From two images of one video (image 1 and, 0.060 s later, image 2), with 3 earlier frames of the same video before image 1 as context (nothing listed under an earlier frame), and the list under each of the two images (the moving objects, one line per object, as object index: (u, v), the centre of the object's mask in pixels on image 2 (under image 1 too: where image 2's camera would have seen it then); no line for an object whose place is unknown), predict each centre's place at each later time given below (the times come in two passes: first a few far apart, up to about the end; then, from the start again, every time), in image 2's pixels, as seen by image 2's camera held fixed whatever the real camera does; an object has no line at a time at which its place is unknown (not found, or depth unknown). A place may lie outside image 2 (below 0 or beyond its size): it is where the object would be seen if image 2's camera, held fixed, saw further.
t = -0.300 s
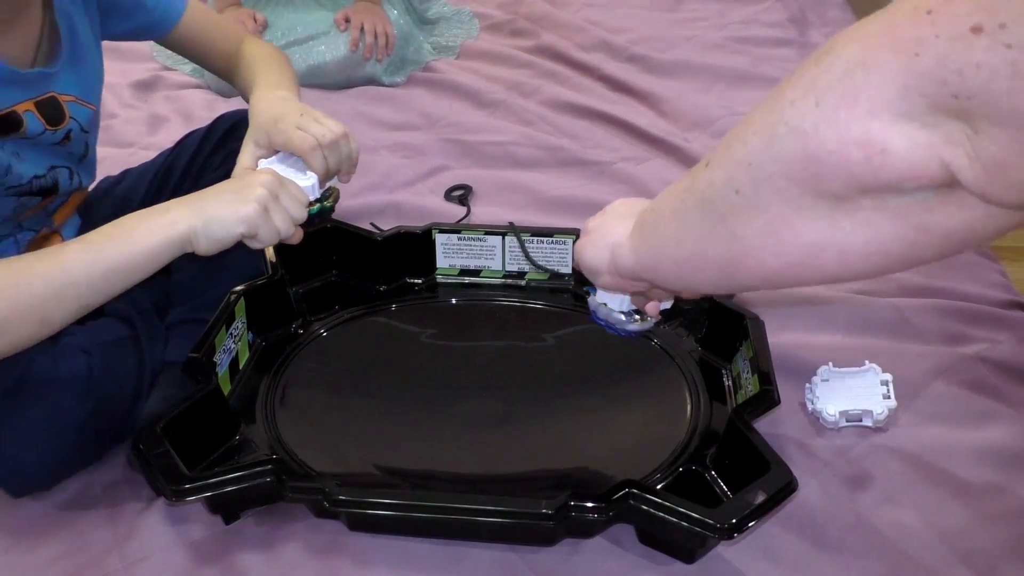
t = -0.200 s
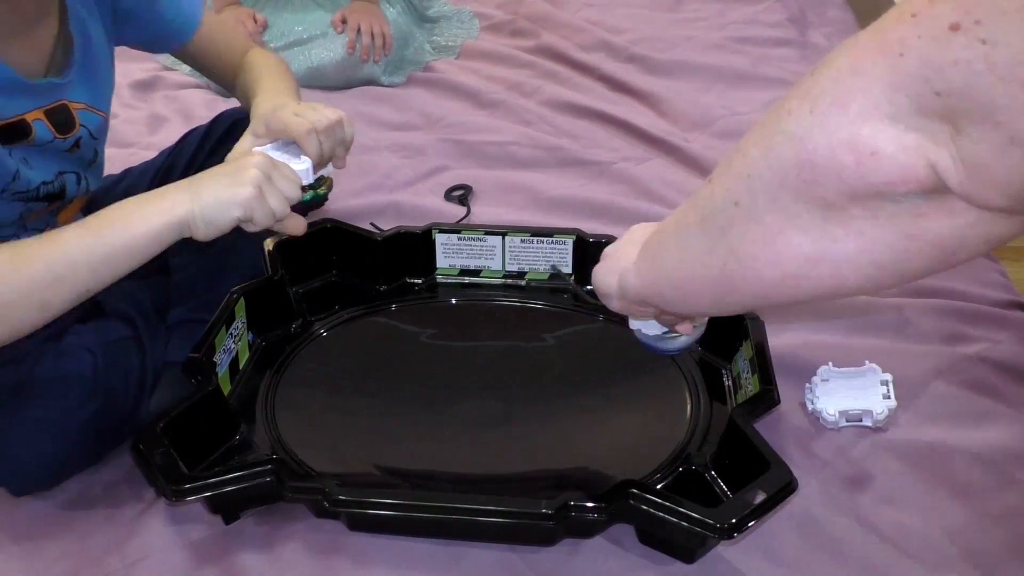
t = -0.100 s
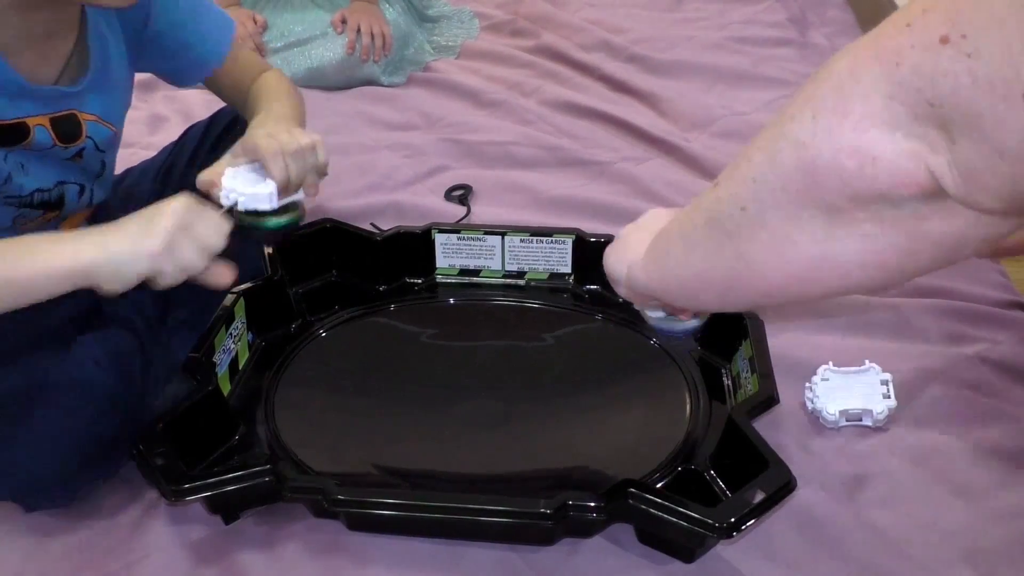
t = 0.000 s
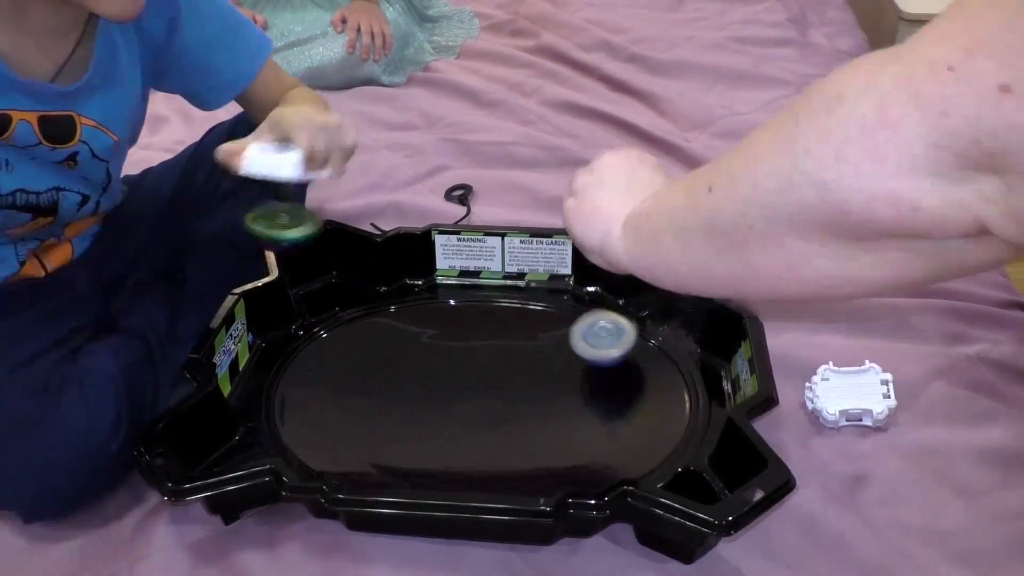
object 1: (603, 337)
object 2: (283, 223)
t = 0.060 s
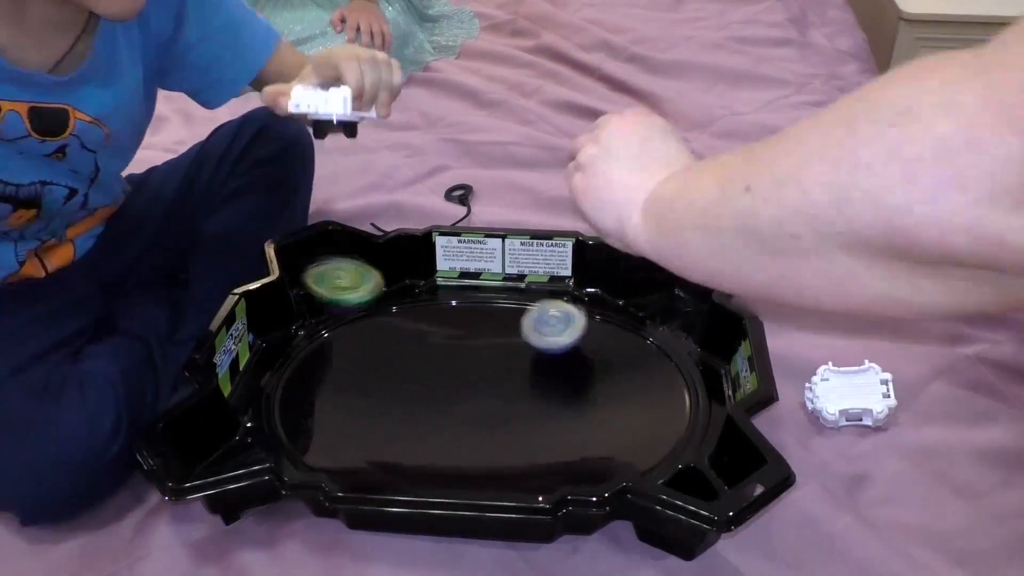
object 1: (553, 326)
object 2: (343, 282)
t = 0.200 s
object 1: (431, 326)
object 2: (480, 434)
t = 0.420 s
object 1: (290, 375)
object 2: (571, 389)
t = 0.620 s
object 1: (334, 443)
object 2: (521, 333)
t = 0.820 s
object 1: (514, 459)
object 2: (416, 350)
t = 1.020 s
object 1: (649, 374)
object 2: (436, 420)
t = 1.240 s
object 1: (580, 296)
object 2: (571, 400)
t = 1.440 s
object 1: (410, 323)
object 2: (545, 338)
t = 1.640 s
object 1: (297, 401)
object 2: (443, 357)
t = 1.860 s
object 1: (390, 466)
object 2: (457, 417)
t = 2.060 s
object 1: (556, 457)
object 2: (548, 387)
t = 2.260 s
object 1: (628, 379)
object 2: (515, 340)
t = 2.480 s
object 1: (526, 310)
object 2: (429, 361)
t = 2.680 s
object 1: (382, 321)
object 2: (461, 397)
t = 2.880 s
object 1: (288, 389)
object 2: (518, 389)
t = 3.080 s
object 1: (374, 459)
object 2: (503, 367)
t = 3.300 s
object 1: (561, 421)
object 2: (477, 381)
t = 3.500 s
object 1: (592, 327)
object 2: (494, 391)
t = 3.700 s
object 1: (512, 293)
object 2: (508, 399)
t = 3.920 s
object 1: (391, 328)
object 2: (506, 383)
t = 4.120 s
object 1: (374, 404)
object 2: (490, 377)
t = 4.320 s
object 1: (489, 441)
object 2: (483, 371)
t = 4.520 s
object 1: (602, 392)
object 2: (450, 376)
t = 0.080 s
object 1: (537, 323)
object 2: (364, 311)
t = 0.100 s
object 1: (520, 323)
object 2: (388, 346)
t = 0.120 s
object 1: (501, 323)
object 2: (411, 385)
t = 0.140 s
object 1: (484, 322)
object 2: (433, 427)
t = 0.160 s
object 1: (467, 323)
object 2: (452, 444)
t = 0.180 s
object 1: (449, 326)
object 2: (465, 436)
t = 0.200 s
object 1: (431, 326)
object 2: (480, 434)
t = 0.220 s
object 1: (414, 330)
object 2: (495, 433)
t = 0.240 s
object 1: (398, 333)
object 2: (509, 437)
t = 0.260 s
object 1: (381, 336)
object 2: (523, 441)
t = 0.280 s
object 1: (366, 340)
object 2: (533, 437)
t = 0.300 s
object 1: (353, 343)
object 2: (542, 432)
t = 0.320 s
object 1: (338, 349)
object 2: (548, 425)
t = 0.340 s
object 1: (327, 352)
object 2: (555, 420)
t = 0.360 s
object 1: (316, 359)
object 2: (561, 412)
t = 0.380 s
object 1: (305, 364)
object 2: (566, 405)
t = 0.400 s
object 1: (298, 369)
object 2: (570, 397)
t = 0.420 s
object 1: (290, 375)
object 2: (571, 389)
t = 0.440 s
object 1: (283, 381)
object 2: (572, 382)
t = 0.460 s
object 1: (281, 387)
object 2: (570, 374)
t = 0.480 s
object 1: (279, 394)
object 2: (568, 367)
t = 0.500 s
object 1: (280, 401)
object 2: (563, 361)
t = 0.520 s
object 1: (284, 408)
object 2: (559, 356)
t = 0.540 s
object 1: (291, 417)
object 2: (553, 350)
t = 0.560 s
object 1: (300, 424)
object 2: (547, 346)
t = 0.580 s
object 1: (307, 431)
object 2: (540, 340)
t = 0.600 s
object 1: (321, 437)
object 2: (532, 337)
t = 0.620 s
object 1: (334, 443)
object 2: (521, 333)
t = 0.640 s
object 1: (348, 449)
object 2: (511, 331)
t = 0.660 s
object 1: (362, 455)
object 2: (500, 328)
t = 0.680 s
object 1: (382, 457)
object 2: (488, 328)
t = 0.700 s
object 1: (399, 460)
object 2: (477, 328)
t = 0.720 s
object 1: (418, 463)
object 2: (465, 330)
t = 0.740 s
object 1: (435, 463)
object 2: (454, 331)
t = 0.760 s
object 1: (456, 464)
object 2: (442, 335)
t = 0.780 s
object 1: (476, 463)
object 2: (432, 339)
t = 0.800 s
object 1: (496, 462)
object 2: (423, 344)
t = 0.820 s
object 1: (514, 459)
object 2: (416, 350)
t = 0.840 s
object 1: (535, 455)
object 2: (409, 357)
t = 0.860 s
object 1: (554, 450)
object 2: (405, 364)
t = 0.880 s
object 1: (573, 443)
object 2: (401, 372)
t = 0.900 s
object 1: (589, 436)
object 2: (401, 379)
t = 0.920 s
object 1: (604, 427)
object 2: (401, 388)
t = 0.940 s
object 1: (618, 417)
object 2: (404, 395)
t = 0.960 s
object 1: (629, 406)
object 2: (409, 402)
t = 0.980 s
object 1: (639, 396)
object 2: (416, 409)
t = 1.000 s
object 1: (644, 385)
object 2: (425, 415)
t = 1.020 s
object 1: (649, 374)
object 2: (436, 420)
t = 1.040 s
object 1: (652, 363)
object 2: (447, 424)
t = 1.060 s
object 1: (653, 352)
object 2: (461, 426)
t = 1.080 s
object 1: (653, 343)
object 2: (474, 429)
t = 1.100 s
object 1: (649, 333)
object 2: (489, 429)
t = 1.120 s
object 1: (645, 323)
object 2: (504, 428)
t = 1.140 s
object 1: (639, 315)
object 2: (517, 426)
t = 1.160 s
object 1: (631, 308)
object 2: (531, 422)
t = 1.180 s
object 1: (621, 304)
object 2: (542, 418)
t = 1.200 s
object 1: (607, 301)
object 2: (554, 413)
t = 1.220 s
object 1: (594, 297)
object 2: (563, 408)
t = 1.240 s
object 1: (580, 296)
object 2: (571, 400)
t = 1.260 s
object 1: (565, 296)
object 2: (577, 393)
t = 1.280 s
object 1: (548, 298)
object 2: (580, 386)
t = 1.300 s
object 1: (531, 299)
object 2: (582, 378)
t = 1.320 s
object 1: (514, 300)
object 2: (581, 371)
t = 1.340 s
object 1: (497, 302)
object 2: (580, 363)
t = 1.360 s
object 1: (479, 305)
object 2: (576, 357)
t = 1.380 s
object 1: (462, 309)
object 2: (570, 351)
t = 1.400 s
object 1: (445, 313)
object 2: (563, 347)
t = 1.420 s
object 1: (426, 318)
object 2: (554, 342)
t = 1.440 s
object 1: (410, 323)
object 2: (545, 338)
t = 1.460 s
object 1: (394, 329)
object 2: (535, 337)
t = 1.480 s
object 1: (379, 336)
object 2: (523, 336)
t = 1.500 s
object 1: (365, 343)
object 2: (513, 335)
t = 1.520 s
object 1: (350, 350)
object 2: (501, 336)
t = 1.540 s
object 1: (338, 357)
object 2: (490, 337)
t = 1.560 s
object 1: (328, 366)
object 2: (479, 341)
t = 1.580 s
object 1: (318, 374)
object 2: (468, 343)
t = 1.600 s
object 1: (310, 383)
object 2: (459, 348)
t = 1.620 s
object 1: (302, 392)
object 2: (449, 352)
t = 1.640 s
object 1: (297, 401)
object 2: (443, 357)
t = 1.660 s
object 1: (295, 410)
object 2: (437, 363)
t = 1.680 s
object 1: (294, 419)
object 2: (431, 369)
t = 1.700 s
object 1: (295, 426)
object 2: (428, 376)
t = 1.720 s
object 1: (300, 433)
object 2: (425, 382)
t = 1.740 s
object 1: (306, 441)
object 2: (425, 388)
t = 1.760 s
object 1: (317, 446)
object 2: (427, 395)
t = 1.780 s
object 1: (330, 451)
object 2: (429, 400)
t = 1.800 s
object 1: (343, 457)
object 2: (435, 405)
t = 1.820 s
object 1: (357, 460)
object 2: (441, 409)
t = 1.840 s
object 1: (374, 464)
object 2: (448, 412)
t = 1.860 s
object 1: (390, 466)
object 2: (457, 417)
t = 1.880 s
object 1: (407, 466)
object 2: (464, 419)
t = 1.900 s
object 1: (426, 466)
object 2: (473, 419)
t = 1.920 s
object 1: (446, 467)
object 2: (484, 420)
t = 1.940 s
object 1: (465, 467)
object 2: (493, 420)
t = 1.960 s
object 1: (483, 463)
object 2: (503, 417)
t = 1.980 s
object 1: (500, 463)
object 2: (514, 414)
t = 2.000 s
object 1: (515, 462)
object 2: (524, 406)
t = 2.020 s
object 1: (530, 462)
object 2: (535, 399)
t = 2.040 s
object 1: (543, 460)
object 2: (543, 393)
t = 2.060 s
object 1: (556, 457)
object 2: (548, 387)
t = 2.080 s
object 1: (570, 452)
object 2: (551, 381)
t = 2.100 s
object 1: (583, 446)
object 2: (555, 375)
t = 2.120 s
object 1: (596, 440)
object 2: (556, 370)
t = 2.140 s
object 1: (607, 434)
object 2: (553, 364)
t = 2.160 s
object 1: (615, 425)
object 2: (550, 358)
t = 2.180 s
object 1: (621, 417)
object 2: (545, 353)
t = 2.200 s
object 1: (625, 407)
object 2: (539, 349)
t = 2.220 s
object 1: (628, 398)
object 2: (531, 344)
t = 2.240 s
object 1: (629, 388)
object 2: (524, 341)
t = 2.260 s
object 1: (628, 379)
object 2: (515, 340)
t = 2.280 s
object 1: (625, 370)
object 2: (505, 338)
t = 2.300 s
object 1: (620, 362)
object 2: (495, 336)
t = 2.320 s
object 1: (614, 354)
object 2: (486, 336)
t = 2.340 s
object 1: (606, 346)
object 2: (477, 337)
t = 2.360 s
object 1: (597, 339)
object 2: (468, 339)
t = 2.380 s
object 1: (586, 332)
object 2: (459, 342)
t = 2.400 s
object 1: (575, 326)
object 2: (451, 345)
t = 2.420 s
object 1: (564, 321)
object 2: (443, 347)
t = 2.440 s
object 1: (552, 317)
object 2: (438, 351)
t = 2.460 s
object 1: (540, 313)
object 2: (434, 356)
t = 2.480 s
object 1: (526, 310)
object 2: (429, 361)
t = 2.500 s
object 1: (513, 309)
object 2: (426, 364)
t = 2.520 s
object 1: (499, 308)
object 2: (427, 369)
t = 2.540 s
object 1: (485, 308)
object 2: (428, 375)
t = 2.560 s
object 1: (470, 308)
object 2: (428, 380)
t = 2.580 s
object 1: (455, 309)
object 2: (431, 384)
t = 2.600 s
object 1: (440, 310)
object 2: (436, 388)
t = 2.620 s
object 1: (426, 312)
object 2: (441, 391)
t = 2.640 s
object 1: (411, 315)
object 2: (447, 394)
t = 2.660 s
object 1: (397, 318)
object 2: (455, 396)
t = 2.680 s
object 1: (382, 321)
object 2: (461, 397)
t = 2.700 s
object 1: (369, 326)
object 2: (467, 397)
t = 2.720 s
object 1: (356, 331)
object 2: (472, 396)
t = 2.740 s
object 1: (344, 336)
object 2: (479, 396)
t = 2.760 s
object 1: (332, 343)
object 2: (486, 396)
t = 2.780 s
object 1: (321, 349)
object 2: (492, 396)
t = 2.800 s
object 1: (311, 357)
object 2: (496, 396)
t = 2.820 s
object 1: (303, 364)
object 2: (500, 394)
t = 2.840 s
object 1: (296, 372)
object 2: (506, 392)
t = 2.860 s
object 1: (291, 380)
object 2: (513, 391)
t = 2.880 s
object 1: (288, 389)
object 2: (518, 389)
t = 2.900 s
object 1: (287, 398)
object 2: (520, 388)
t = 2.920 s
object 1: (288, 406)
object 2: (522, 385)
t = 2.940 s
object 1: (292, 415)
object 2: (523, 381)
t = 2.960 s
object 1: (297, 423)
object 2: (523, 378)
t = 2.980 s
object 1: (305, 431)
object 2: (521, 376)
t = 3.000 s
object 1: (316, 439)
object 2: (519, 374)
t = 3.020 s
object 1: (328, 445)
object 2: (515, 372)
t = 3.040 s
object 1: (342, 451)
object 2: (511, 370)
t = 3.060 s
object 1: (357, 456)
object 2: (507, 369)
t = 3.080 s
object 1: (374, 459)
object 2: (503, 367)
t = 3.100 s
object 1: (392, 461)
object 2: (500, 366)
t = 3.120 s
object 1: (411, 462)
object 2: (497, 366)
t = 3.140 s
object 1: (430, 462)
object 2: (493, 366)
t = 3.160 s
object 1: (449, 462)
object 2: (489, 369)
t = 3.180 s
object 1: (468, 460)
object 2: (484, 370)
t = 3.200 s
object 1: (487, 456)
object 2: (481, 371)
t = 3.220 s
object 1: (504, 451)
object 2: (480, 372)
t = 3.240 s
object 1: (520, 445)
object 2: (479, 375)
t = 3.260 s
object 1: (536, 438)
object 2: (479, 378)
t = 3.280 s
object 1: (549, 430)
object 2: (478, 380)
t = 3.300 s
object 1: (561, 421)
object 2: (477, 381)
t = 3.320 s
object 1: (572, 412)
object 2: (477, 381)
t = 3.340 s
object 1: (580, 402)
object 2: (479, 382)
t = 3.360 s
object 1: (587, 392)
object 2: (482, 384)
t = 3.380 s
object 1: (592, 382)
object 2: (484, 386)
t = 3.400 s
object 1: (596, 372)
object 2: (484, 389)
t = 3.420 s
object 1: (598, 362)
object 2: (484, 390)
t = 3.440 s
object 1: (598, 352)
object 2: (485, 390)
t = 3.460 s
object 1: (597, 344)
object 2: (488, 389)
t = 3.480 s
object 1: (595, 335)
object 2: (492, 389)
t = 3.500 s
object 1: (592, 327)
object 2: (494, 391)
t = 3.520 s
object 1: (588, 320)
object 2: (496, 392)
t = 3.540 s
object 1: (582, 313)
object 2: (496, 394)
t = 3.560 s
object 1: (576, 308)
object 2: (496, 394)
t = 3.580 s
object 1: (569, 302)
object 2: (498, 393)
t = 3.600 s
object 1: (561, 299)
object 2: (501, 393)
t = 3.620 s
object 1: (553, 294)
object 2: (504, 395)
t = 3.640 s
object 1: (544, 291)
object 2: (506, 396)
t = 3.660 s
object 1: (533, 290)
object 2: (507, 399)
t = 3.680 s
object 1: (523, 291)
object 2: (508, 399)
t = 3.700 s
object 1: (512, 293)
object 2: (508, 399)
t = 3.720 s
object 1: (501, 294)
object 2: (509, 397)
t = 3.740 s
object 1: (489, 295)
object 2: (511, 395)
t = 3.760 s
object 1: (478, 297)
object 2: (514, 394)
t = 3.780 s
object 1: (466, 300)
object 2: (516, 393)
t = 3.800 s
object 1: (454, 302)
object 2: (517, 392)
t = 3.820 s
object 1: (442, 305)
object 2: (516, 392)
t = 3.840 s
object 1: (431, 308)
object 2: (515, 390)
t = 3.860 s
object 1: (420, 312)
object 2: (512, 388)
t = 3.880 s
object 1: (410, 317)
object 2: (510, 386)
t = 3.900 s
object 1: (400, 322)
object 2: (508, 385)
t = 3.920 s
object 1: (391, 328)
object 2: (506, 383)
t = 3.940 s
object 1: (384, 334)
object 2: (504, 382)
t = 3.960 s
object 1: (377, 341)
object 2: (502, 380)
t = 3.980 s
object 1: (372, 347)
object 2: (500, 378)
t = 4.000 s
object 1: (368, 355)
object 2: (500, 378)
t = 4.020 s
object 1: (365, 363)
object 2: (499, 378)
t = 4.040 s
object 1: (364, 371)
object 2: (497, 378)
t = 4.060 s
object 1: (364, 380)
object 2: (496, 379)
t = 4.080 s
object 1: (366, 388)
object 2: (494, 379)
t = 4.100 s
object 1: (369, 396)
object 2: (492, 378)
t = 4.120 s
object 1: (374, 404)
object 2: (490, 377)
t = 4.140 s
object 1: (380, 412)
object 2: (490, 376)
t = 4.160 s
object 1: (388, 418)
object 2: (490, 377)
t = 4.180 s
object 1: (398, 425)
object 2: (490, 377)
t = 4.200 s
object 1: (408, 430)
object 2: (488, 377)
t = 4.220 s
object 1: (420, 435)
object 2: (485, 377)
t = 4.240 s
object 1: (434, 438)
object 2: (483, 375)
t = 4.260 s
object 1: (447, 440)
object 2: (483, 373)
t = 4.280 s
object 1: (461, 441)
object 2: (483, 371)
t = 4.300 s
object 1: (475, 441)
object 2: (484, 370)
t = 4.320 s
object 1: (489, 441)
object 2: (483, 371)
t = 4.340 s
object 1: (503, 441)
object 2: (480, 372)
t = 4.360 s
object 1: (518, 440)
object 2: (476, 373)
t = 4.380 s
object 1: (533, 436)
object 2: (470, 373)
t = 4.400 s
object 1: (547, 432)
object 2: (464, 374)
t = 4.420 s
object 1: (559, 427)
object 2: (459, 374)
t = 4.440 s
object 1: (569, 421)
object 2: (455, 375)
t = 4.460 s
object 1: (579, 415)
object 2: (451, 375)
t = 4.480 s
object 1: (588, 408)
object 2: (449, 375)
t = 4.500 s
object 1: (596, 401)
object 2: (449, 376)
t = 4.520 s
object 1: (602, 392)
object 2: (450, 376)
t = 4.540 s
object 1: (606, 384)
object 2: (450, 378)
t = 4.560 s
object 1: (608, 375)
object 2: (450, 380)
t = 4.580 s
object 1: (608, 369)
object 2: (450, 383)
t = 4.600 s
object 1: (608, 362)
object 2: (452, 385)
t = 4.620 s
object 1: (606, 354)
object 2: (452, 386)
